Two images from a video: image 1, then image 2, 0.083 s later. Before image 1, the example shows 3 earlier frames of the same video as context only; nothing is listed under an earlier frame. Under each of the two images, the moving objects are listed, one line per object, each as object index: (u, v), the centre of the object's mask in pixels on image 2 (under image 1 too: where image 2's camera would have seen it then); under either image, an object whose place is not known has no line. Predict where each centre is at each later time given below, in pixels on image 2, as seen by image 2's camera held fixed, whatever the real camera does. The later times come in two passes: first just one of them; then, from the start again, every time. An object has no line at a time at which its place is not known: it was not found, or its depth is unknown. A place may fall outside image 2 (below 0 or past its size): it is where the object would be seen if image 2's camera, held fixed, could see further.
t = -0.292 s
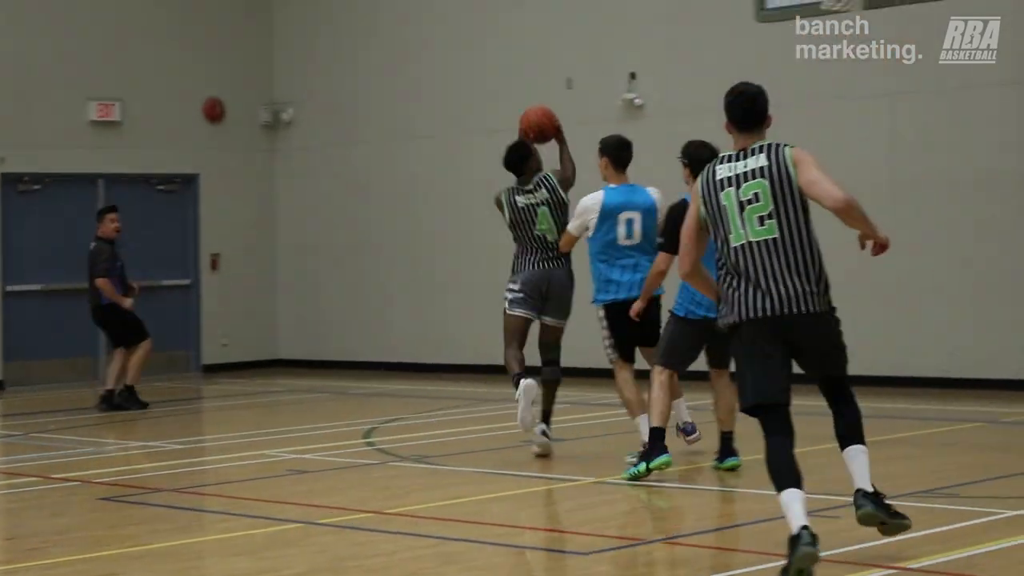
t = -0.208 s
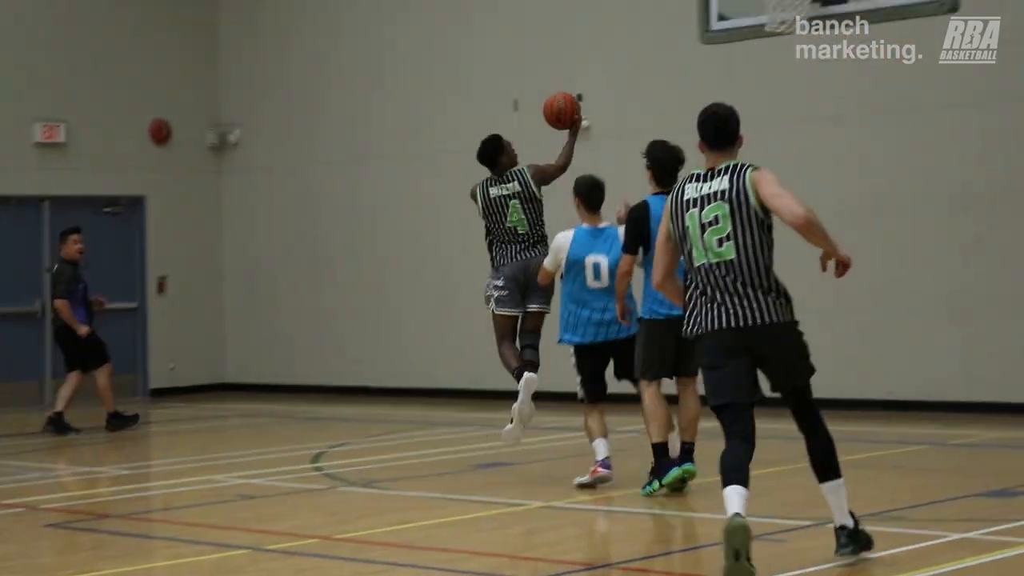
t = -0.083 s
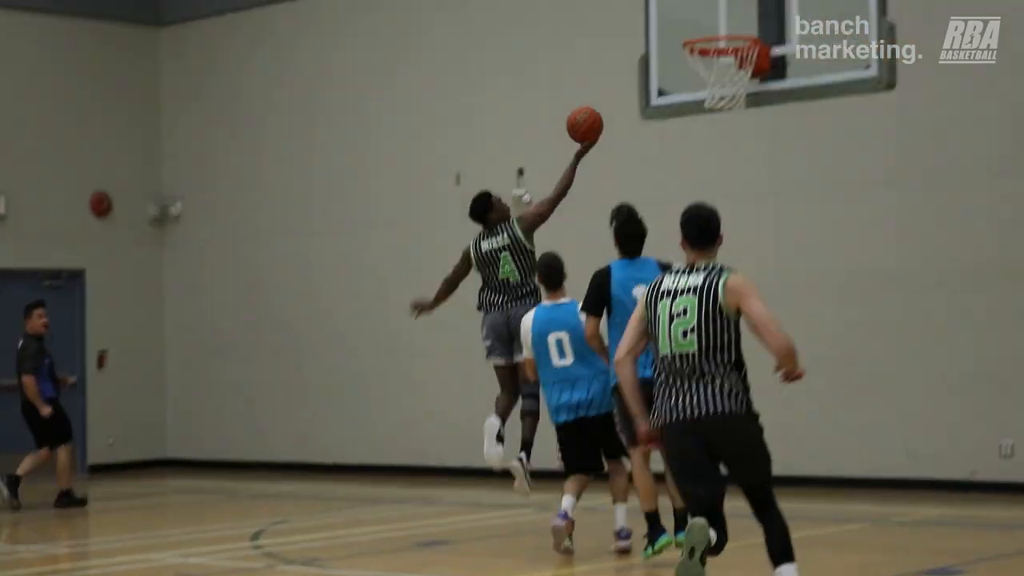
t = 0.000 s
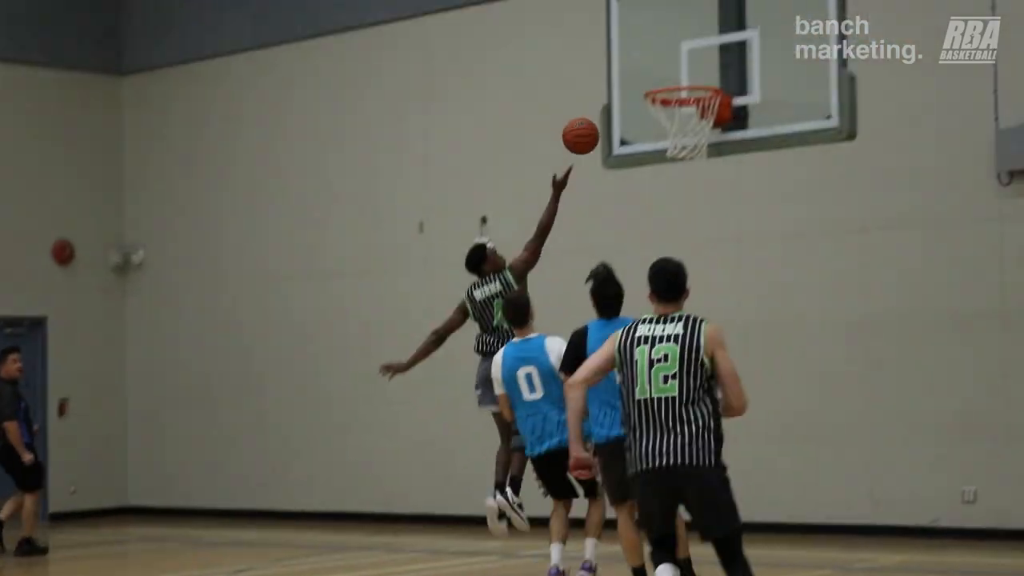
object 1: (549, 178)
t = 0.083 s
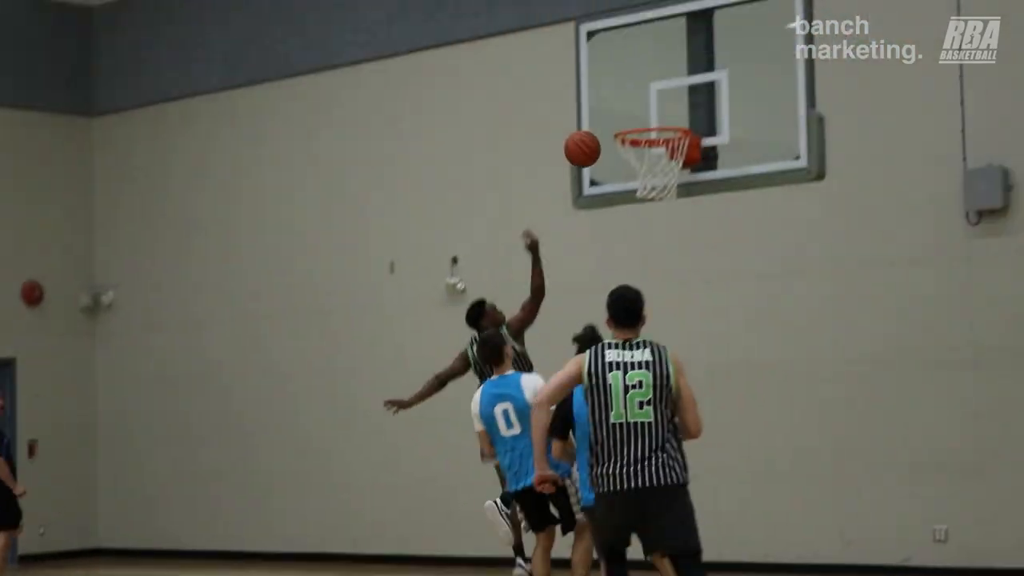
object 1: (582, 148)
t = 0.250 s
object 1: (621, 119)
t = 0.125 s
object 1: (594, 141)
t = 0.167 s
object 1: (610, 130)
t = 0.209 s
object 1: (621, 123)
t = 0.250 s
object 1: (621, 119)
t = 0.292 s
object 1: (621, 118)
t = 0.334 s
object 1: (622, 118)
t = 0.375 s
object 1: (622, 118)
